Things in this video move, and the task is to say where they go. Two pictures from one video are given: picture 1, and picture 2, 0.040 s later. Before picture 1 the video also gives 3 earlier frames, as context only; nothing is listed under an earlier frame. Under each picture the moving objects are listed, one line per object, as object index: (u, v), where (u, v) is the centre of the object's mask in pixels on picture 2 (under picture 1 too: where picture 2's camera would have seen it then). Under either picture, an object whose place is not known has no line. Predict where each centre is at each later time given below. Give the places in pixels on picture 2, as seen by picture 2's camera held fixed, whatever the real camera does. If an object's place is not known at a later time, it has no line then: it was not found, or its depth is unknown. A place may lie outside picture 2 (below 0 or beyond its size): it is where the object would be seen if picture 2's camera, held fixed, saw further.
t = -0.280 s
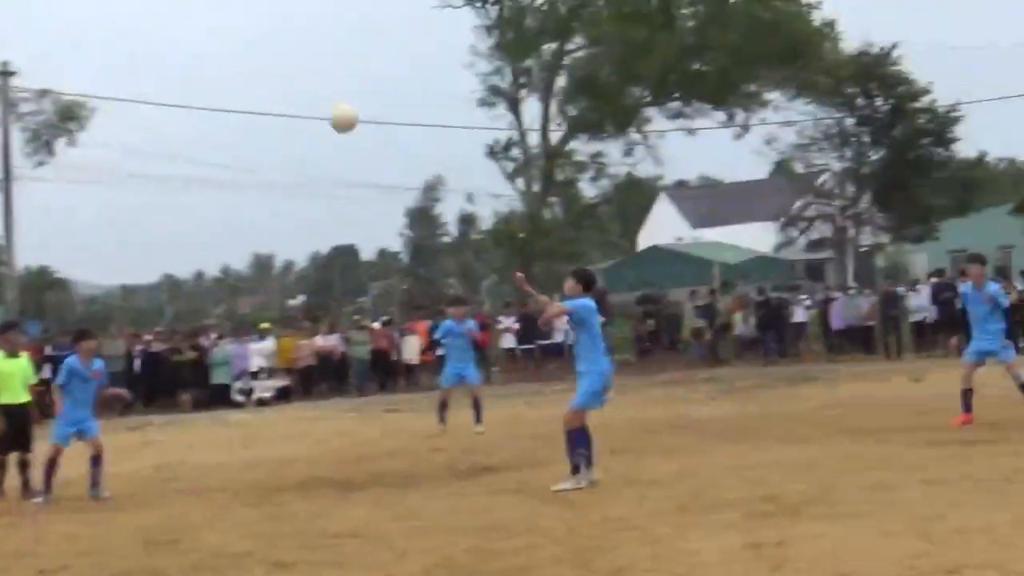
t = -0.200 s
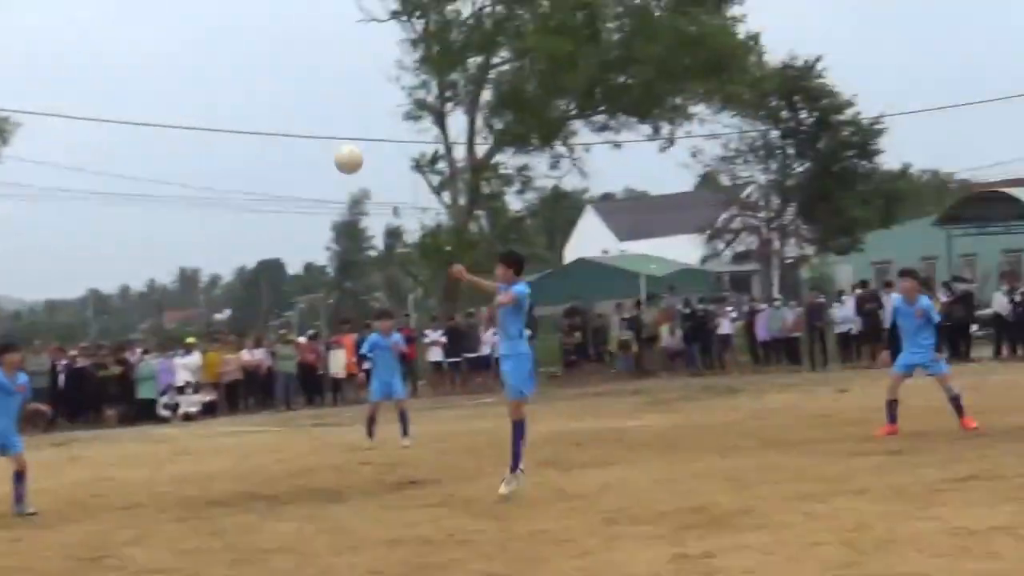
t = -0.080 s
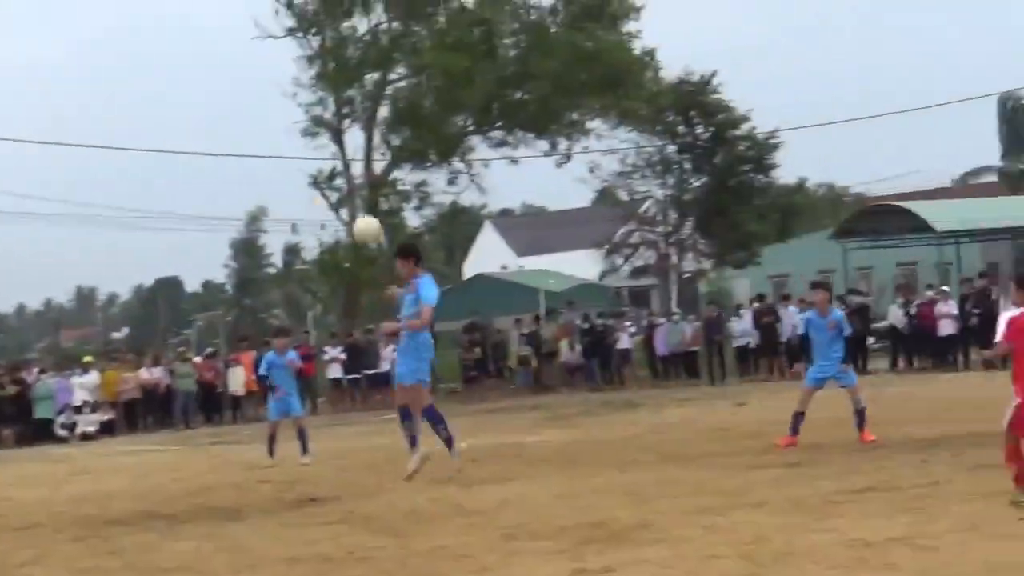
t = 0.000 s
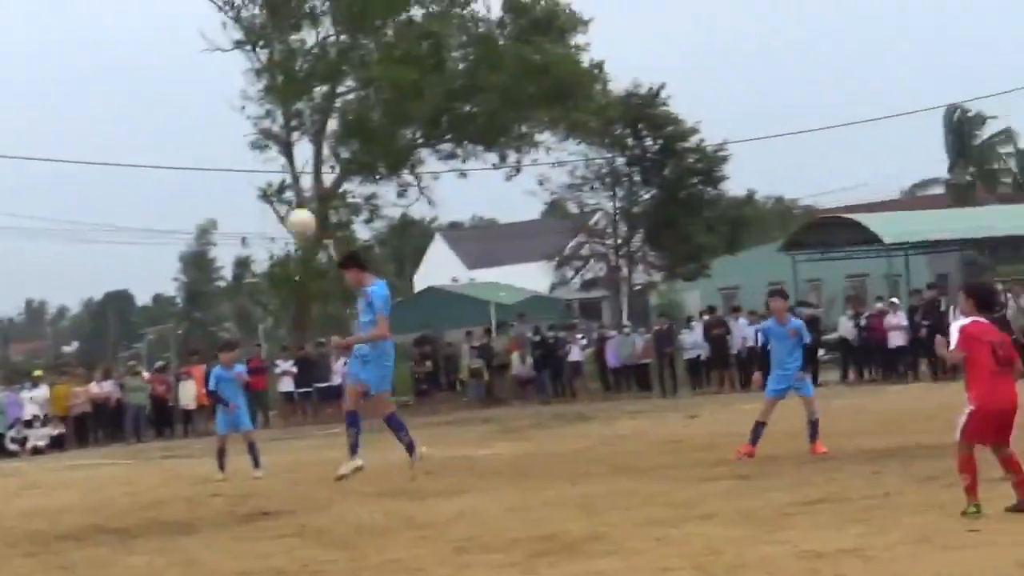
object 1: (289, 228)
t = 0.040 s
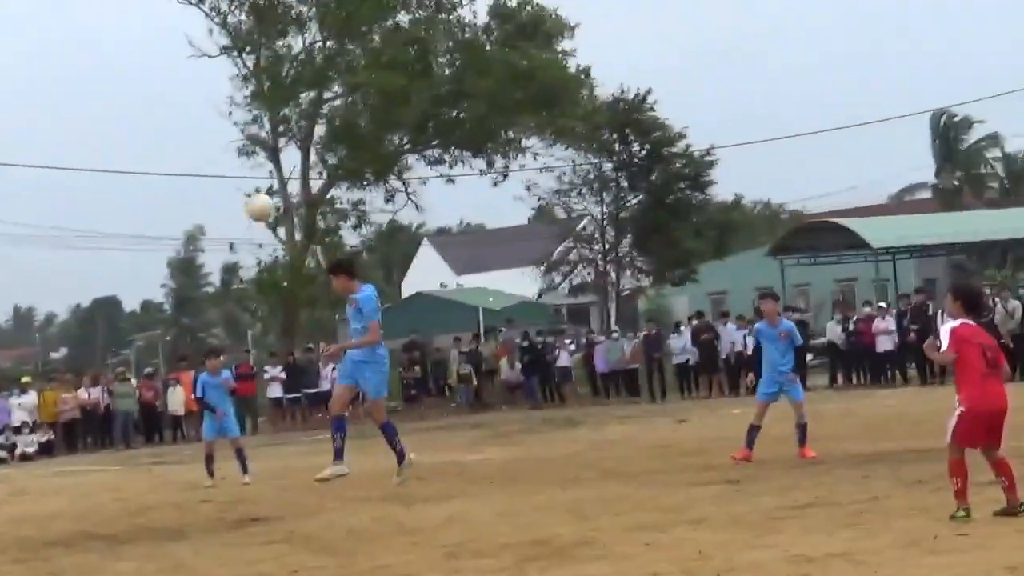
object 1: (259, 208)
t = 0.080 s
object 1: (234, 190)
